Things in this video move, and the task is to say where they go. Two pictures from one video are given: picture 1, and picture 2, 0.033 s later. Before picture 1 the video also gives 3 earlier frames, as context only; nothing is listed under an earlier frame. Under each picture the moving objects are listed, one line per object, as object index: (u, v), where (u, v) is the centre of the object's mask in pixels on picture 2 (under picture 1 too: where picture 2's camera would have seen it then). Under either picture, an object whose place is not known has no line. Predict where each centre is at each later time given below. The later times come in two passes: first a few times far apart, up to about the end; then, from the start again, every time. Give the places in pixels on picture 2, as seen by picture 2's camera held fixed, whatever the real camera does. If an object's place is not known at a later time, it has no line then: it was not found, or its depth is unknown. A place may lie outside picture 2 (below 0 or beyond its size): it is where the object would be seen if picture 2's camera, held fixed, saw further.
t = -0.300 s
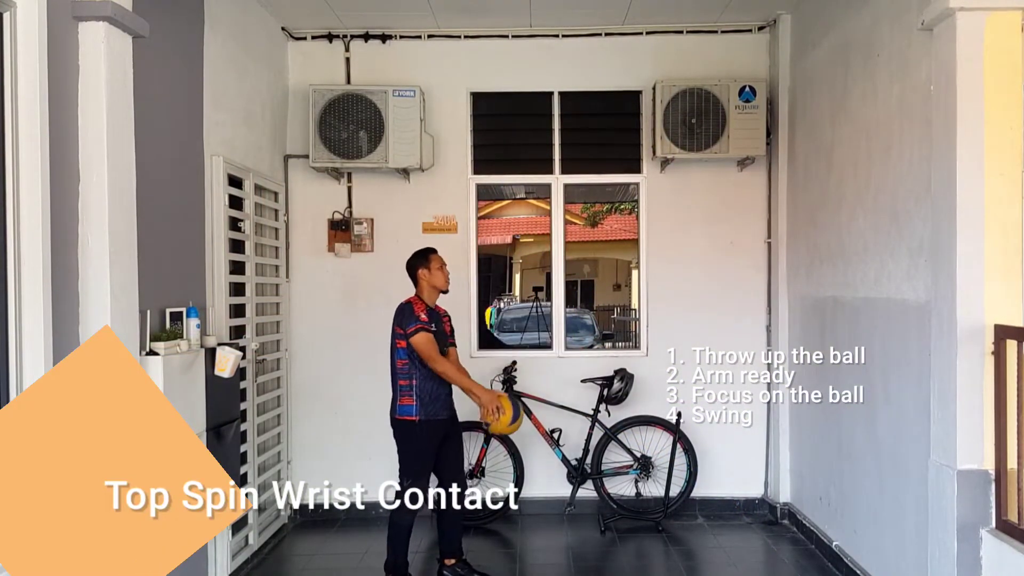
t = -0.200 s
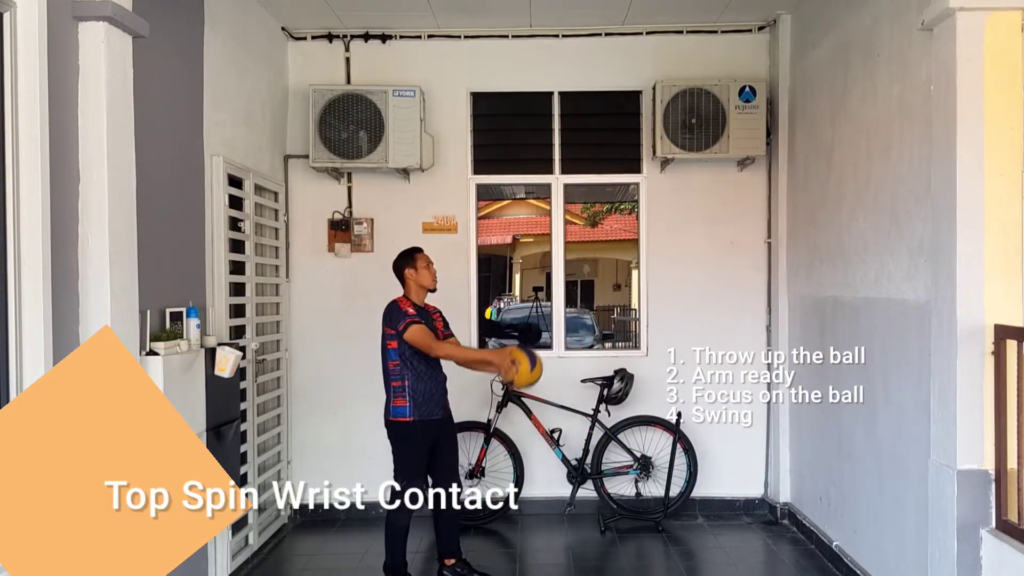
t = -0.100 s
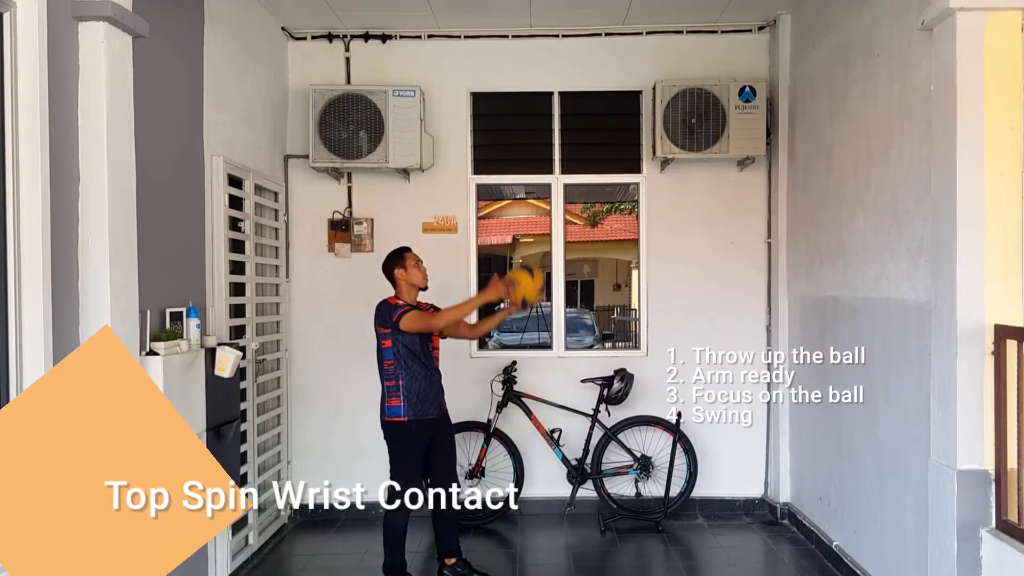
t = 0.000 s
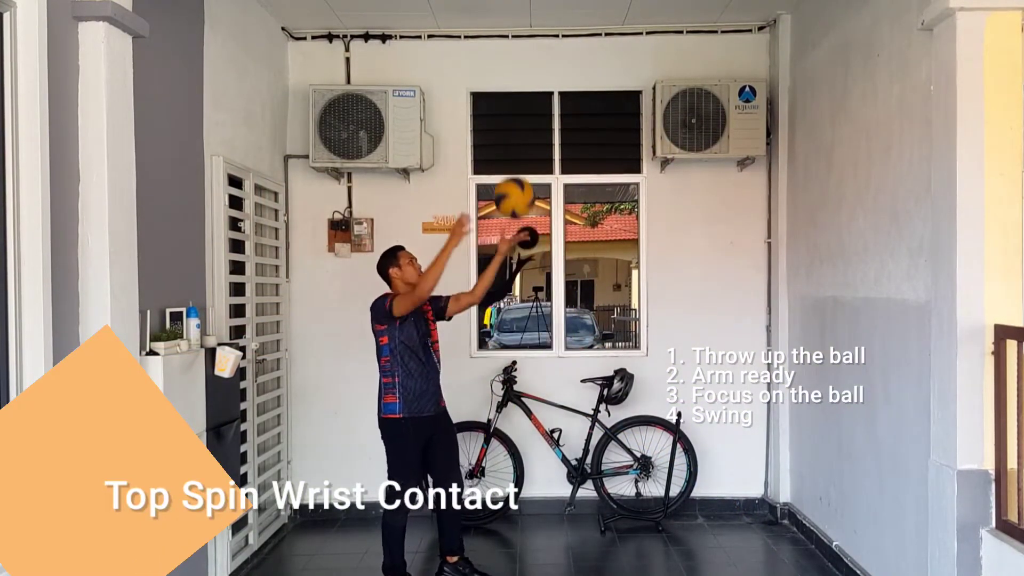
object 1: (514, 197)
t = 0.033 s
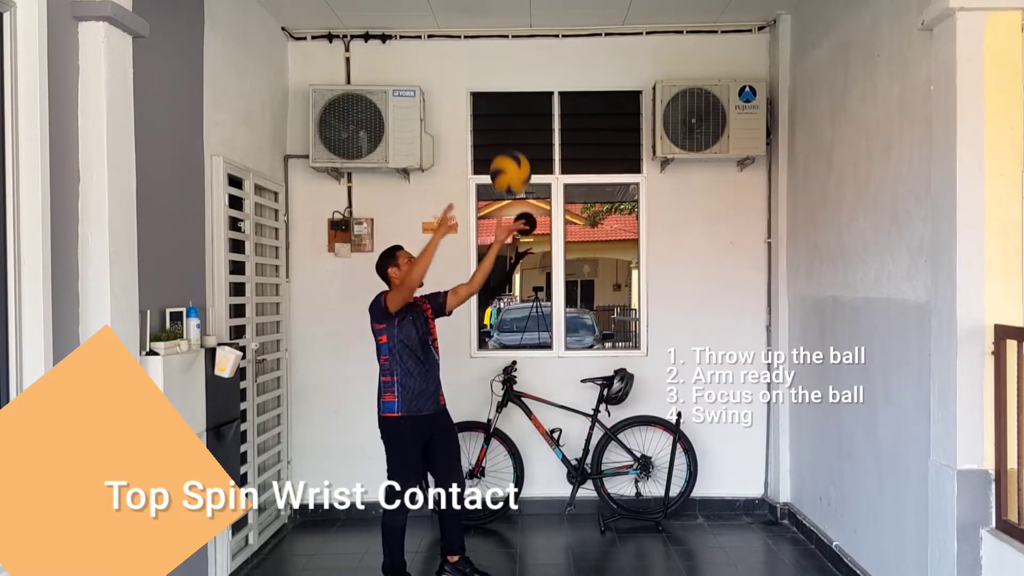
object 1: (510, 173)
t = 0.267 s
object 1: (484, 67)
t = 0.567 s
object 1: (455, 93)
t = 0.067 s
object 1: (507, 151)
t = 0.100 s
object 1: (503, 131)
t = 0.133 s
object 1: (499, 114)
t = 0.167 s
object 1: (495, 99)
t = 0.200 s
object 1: (491, 87)
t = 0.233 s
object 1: (488, 76)
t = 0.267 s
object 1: (484, 67)
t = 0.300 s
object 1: (481, 62)
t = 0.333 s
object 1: (477, 58)
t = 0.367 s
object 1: (474, 57)
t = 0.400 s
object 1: (471, 58)
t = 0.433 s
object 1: (467, 60)
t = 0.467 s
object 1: (464, 65)
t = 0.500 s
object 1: (461, 73)
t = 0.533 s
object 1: (458, 82)
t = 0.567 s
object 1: (455, 93)
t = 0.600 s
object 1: (452, 106)
